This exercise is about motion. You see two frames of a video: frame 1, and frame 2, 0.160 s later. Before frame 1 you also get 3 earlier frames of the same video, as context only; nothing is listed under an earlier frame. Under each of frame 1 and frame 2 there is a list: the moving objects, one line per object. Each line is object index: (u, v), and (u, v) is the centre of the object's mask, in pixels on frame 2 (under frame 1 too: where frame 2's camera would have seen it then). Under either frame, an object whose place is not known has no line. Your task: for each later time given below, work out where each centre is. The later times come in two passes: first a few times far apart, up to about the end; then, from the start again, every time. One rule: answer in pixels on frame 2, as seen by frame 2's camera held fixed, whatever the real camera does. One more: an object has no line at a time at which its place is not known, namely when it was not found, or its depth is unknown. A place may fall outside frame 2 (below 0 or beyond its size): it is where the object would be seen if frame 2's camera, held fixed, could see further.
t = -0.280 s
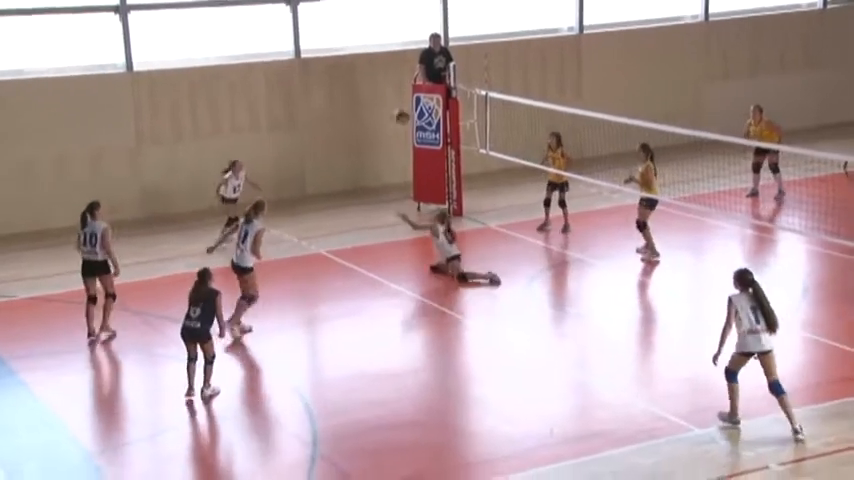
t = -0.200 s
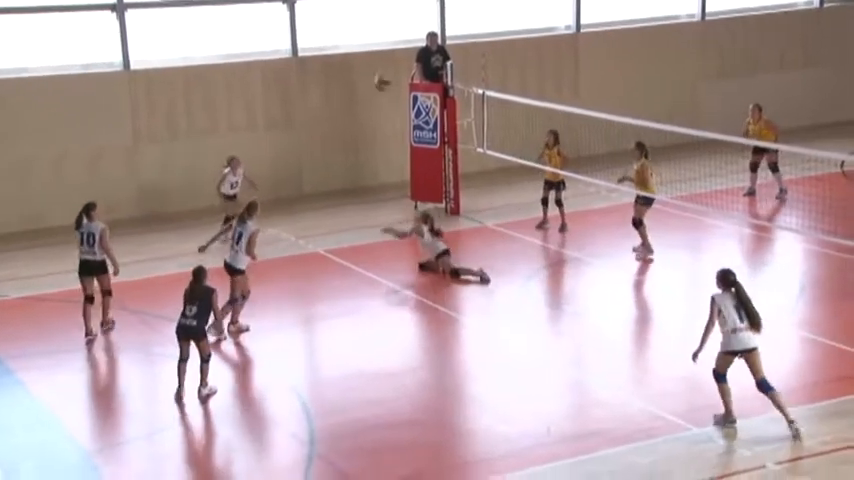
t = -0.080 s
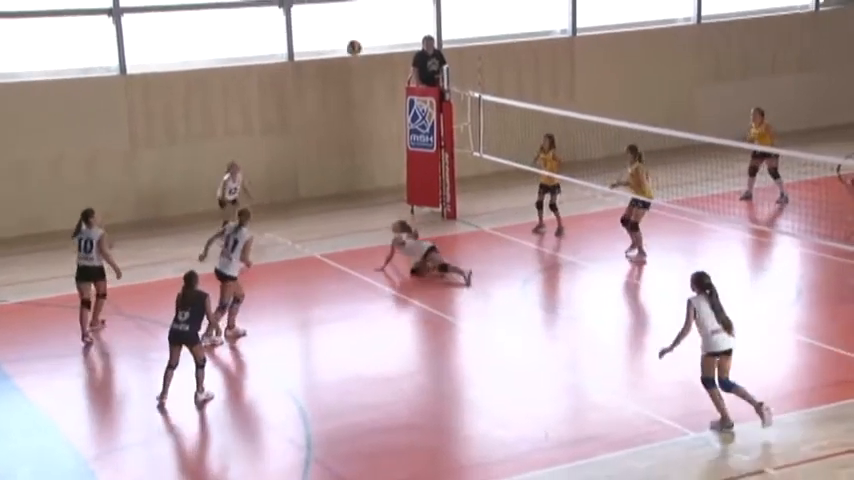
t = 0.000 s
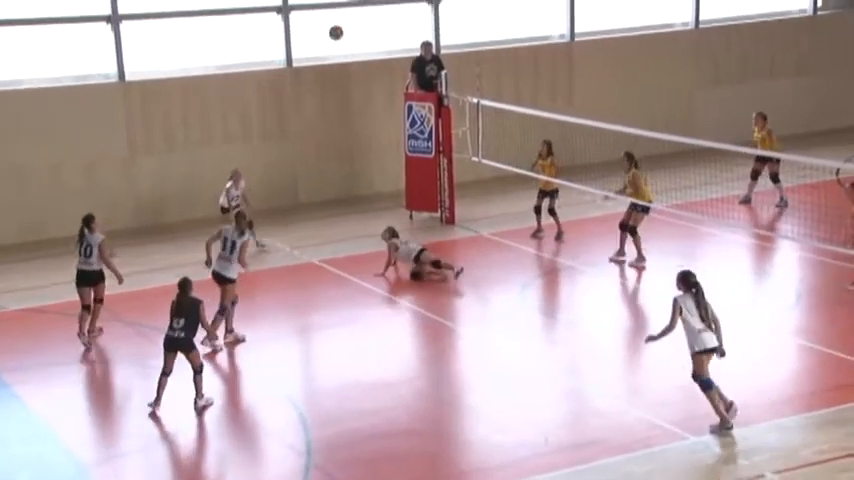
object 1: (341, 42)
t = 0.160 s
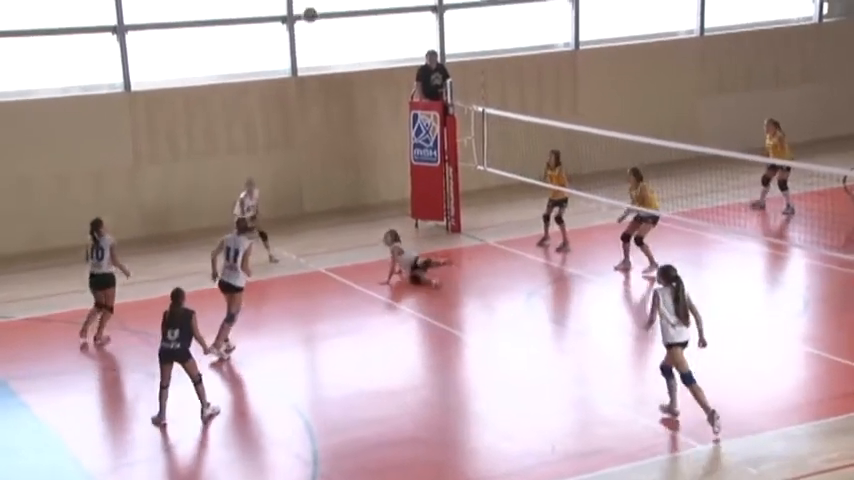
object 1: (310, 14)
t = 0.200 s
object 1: (302, 10)
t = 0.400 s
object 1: (266, 10)
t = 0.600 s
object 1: (233, 37)
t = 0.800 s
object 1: (203, 92)
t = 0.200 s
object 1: (302, 10)
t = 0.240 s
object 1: (295, 8)
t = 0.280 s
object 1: (287, 6)
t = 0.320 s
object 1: (281, 6)
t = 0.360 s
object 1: (273, 7)
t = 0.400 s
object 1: (266, 10)
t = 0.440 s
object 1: (260, 12)
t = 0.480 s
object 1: (252, 16)
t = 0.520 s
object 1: (246, 22)
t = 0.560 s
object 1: (240, 28)
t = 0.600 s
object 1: (233, 37)
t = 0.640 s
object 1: (227, 45)
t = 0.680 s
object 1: (221, 55)
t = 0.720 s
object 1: (215, 67)
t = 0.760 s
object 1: (209, 79)
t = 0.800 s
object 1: (203, 92)
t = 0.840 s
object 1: (197, 104)
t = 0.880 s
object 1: (191, 120)
